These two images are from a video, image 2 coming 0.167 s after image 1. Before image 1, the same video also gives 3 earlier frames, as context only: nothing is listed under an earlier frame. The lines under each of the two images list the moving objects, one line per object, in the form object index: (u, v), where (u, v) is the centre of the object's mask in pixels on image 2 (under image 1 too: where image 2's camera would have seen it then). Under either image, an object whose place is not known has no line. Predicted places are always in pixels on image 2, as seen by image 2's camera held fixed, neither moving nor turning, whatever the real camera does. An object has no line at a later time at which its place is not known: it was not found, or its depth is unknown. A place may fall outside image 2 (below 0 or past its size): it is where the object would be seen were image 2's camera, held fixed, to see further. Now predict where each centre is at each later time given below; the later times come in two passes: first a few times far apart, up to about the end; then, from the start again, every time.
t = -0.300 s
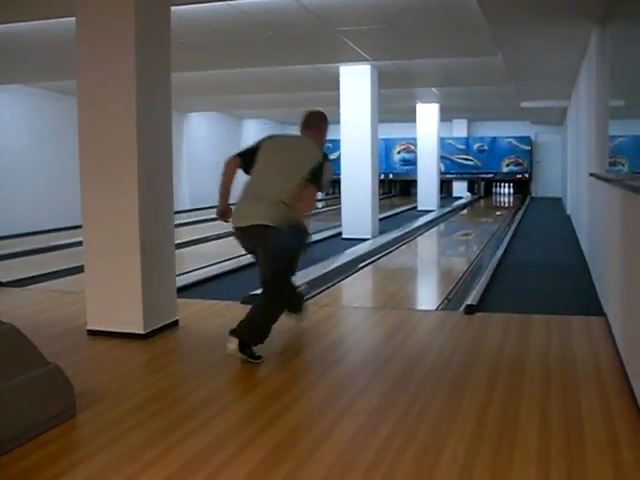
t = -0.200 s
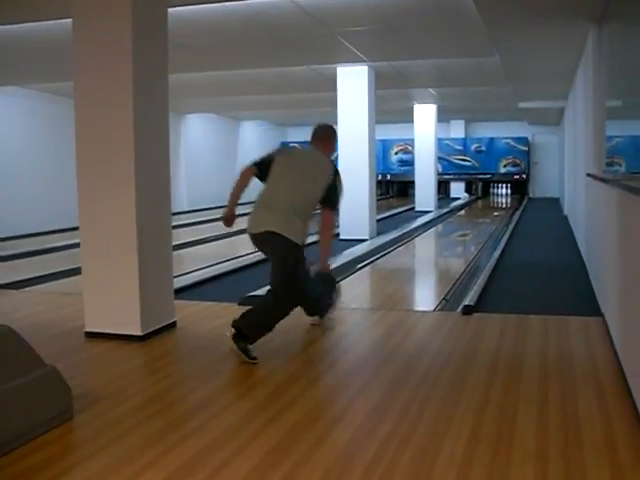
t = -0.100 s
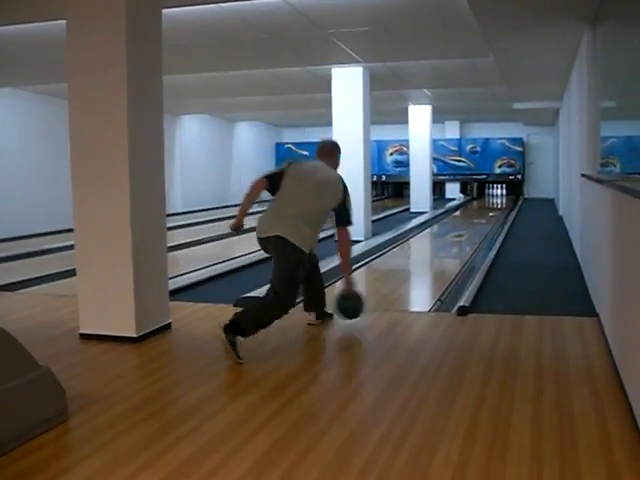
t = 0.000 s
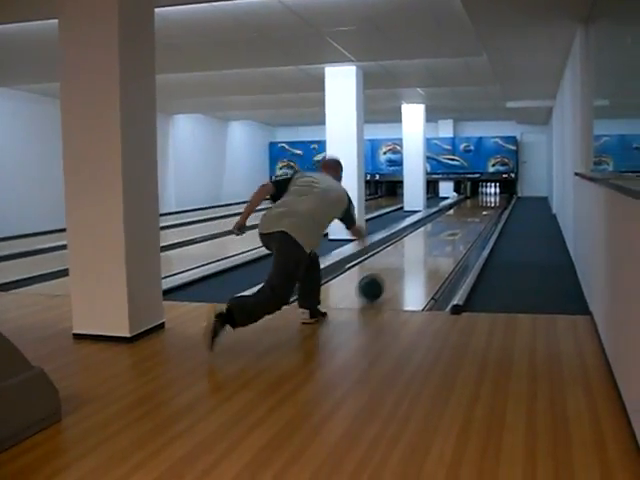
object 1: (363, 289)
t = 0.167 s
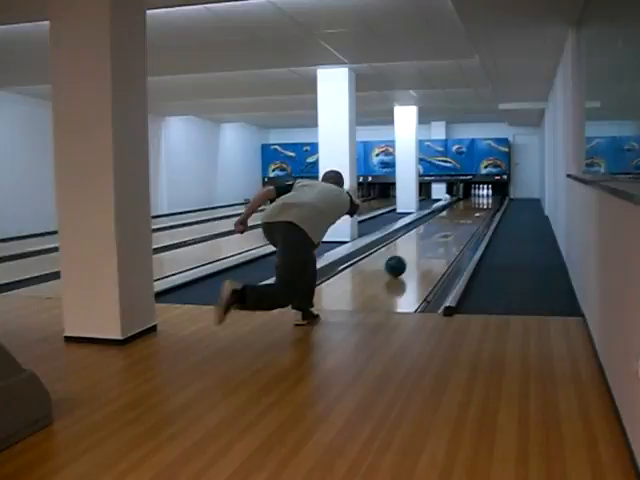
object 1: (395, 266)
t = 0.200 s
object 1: (400, 262)
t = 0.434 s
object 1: (426, 242)
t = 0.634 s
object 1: (441, 231)
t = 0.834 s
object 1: (453, 223)
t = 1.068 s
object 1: (463, 216)
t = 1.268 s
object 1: (469, 212)
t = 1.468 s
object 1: (475, 208)
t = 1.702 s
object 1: (482, 204)
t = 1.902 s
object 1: (486, 201)
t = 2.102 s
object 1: (489, 198)
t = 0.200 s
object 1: (400, 262)
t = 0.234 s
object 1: (404, 259)
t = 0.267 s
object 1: (409, 255)
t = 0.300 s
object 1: (413, 252)
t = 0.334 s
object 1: (416, 249)
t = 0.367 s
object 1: (420, 247)
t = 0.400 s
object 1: (423, 244)
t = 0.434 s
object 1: (426, 242)
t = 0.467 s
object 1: (429, 240)
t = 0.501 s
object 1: (431, 238)
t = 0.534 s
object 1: (434, 235)
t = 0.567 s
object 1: (437, 234)
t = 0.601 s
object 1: (439, 232)
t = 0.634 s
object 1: (441, 231)
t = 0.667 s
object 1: (443, 229)
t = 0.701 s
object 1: (446, 227)
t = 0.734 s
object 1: (447, 226)
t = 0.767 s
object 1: (449, 225)
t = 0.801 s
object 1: (452, 224)
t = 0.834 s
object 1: (453, 223)
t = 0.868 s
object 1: (455, 222)
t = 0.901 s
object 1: (456, 221)
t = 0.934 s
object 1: (458, 220)
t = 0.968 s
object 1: (459, 219)
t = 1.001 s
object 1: (461, 217)
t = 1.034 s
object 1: (462, 217)
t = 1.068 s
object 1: (463, 216)
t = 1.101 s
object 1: (464, 216)
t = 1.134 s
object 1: (465, 215)
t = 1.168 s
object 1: (466, 214)
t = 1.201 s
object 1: (467, 213)
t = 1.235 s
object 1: (468, 213)
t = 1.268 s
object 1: (469, 212)
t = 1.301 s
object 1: (470, 212)
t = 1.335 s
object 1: (472, 210)
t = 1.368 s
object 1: (472, 210)
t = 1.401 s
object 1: (473, 209)
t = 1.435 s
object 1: (474, 209)
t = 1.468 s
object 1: (475, 208)
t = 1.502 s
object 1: (476, 207)
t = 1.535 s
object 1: (476, 207)
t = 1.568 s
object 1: (478, 206)
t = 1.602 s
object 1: (478, 206)
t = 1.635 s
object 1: (480, 205)
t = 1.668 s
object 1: (481, 204)
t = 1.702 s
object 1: (482, 204)
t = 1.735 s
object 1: (482, 203)
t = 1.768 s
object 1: (482, 202)
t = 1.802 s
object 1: (483, 201)
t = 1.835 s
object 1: (484, 201)
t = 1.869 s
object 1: (485, 201)
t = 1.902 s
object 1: (486, 201)
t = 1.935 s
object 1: (486, 200)
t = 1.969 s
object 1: (487, 200)
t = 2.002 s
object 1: (488, 200)
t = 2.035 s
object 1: (488, 199)
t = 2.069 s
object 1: (489, 198)
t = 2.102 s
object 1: (489, 198)
